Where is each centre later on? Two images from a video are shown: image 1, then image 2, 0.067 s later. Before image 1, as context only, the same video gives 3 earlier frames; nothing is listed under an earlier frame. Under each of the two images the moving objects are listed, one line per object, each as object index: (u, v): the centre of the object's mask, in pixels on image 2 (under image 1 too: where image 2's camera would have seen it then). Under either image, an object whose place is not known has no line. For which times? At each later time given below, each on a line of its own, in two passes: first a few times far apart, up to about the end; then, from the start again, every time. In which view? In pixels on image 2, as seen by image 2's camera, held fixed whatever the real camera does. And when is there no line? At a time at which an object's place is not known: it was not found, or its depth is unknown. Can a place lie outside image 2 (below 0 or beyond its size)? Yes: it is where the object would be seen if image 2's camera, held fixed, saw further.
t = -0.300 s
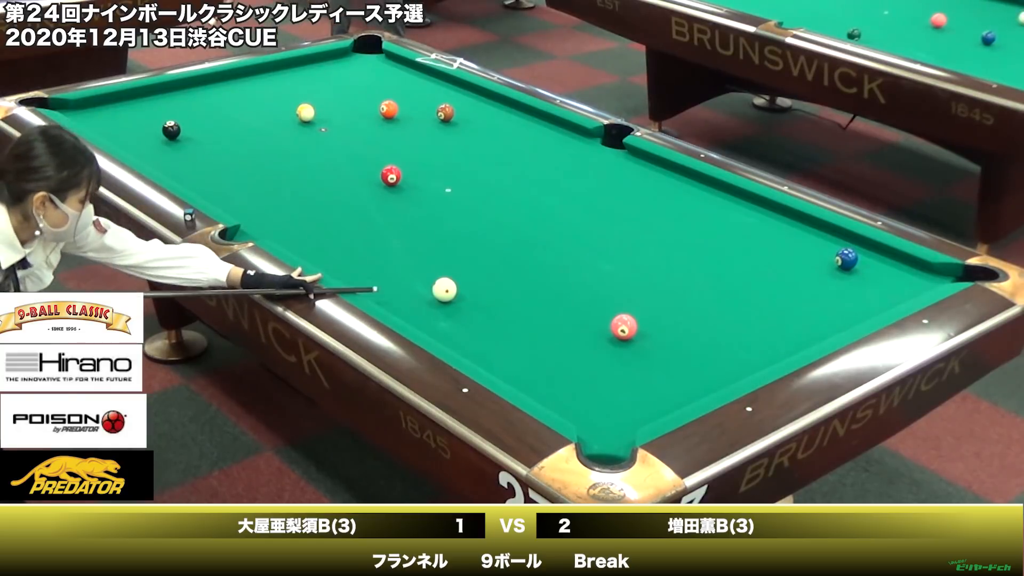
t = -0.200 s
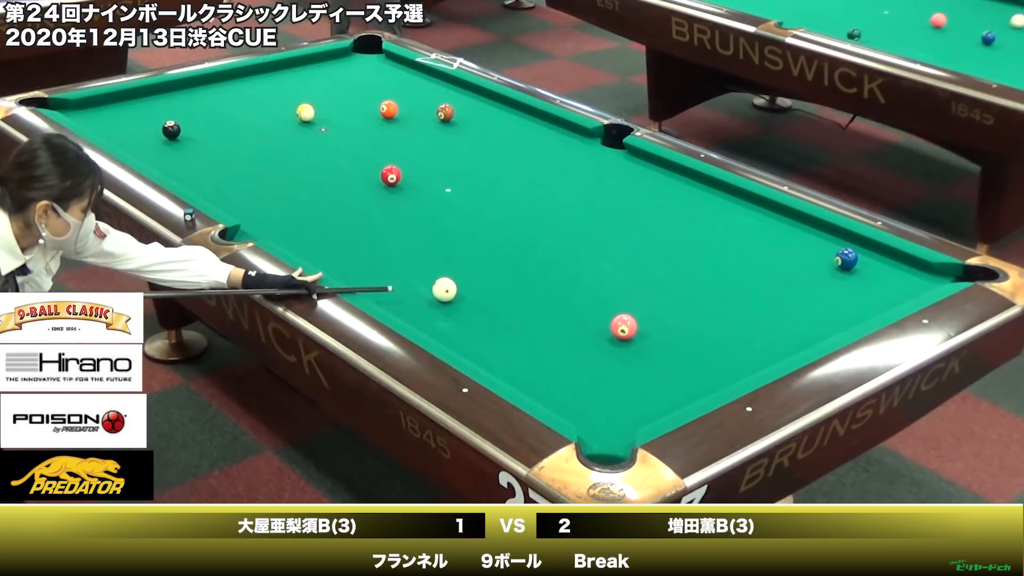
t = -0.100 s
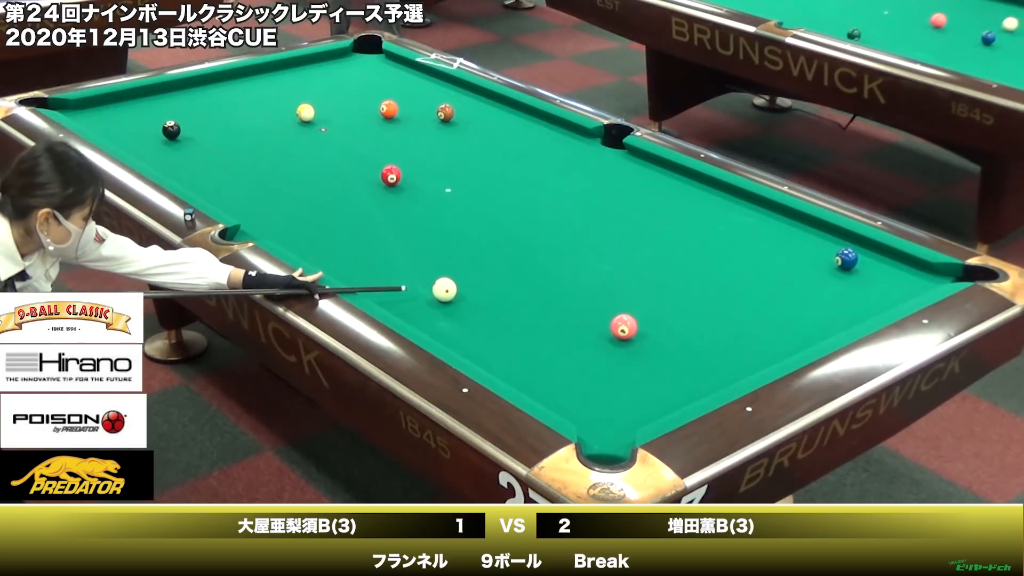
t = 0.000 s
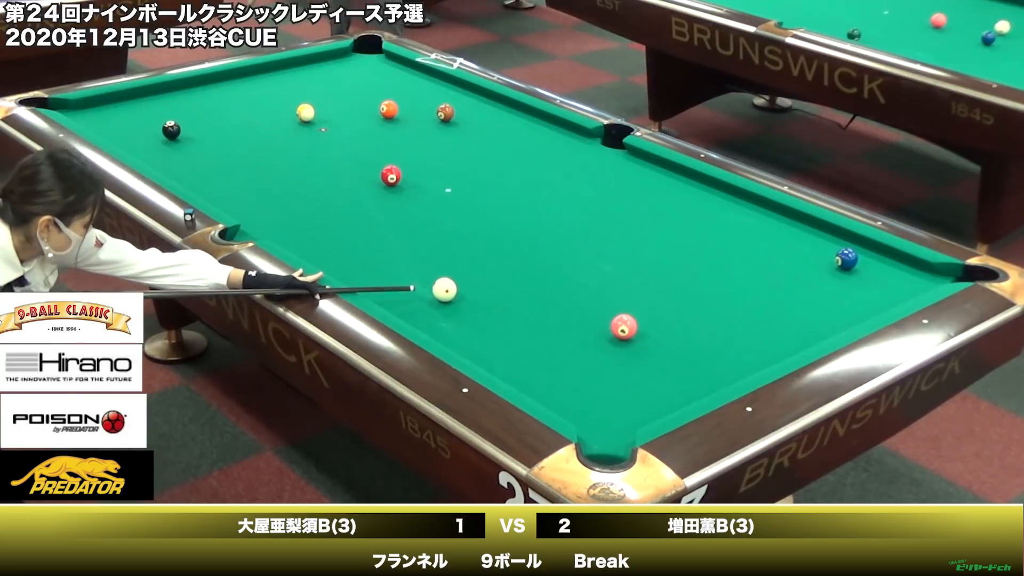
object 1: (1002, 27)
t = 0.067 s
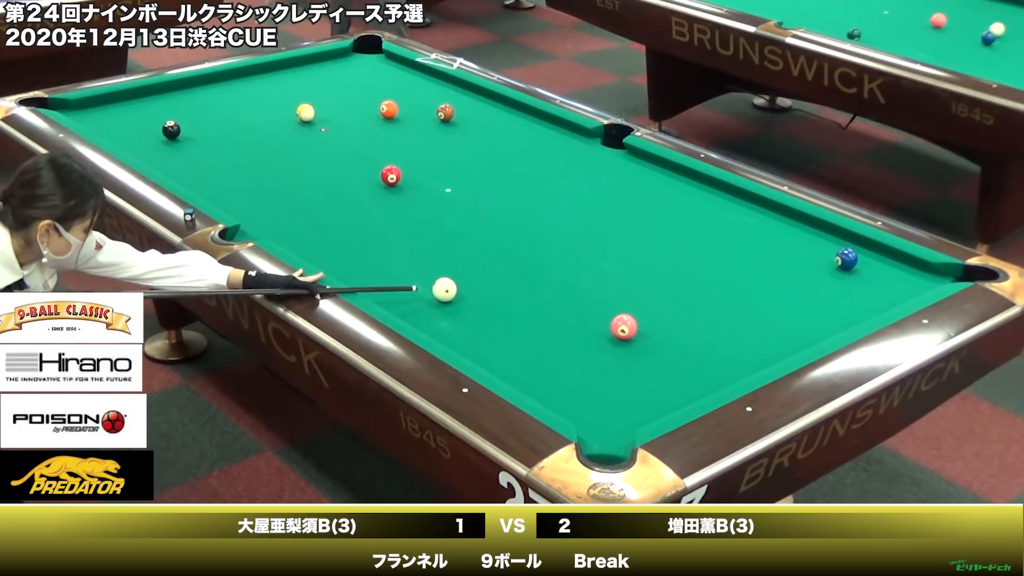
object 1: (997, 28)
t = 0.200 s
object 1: (984, 31)
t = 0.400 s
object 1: (966, 33)
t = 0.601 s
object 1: (948, 33)
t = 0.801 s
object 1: (930, 34)
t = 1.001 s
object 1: (913, 34)
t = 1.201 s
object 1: (897, 34)
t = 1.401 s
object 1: (881, 35)
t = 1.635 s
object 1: (868, 35)
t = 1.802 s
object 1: (865, 36)
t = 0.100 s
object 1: (995, 29)
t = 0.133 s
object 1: (992, 29)
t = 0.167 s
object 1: (989, 30)
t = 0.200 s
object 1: (984, 31)
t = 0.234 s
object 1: (982, 32)
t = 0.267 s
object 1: (979, 32)
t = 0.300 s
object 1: (976, 33)
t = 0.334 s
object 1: (973, 33)
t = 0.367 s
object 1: (970, 33)
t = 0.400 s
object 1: (966, 33)
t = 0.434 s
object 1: (963, 33)
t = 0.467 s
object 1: (960, 33)
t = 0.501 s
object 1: (957, 33)
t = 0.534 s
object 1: (954, 33)
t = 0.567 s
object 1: (951, 33)
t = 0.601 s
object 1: (948, 33)
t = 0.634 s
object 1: (945, 33)
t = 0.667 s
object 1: (942, 33)
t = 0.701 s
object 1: (939, 34)
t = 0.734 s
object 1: (936, 34)
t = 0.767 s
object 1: (933, 34)
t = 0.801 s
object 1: (930, 34)
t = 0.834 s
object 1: (927, 34)
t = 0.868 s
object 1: (925, 34)
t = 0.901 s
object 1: (922, 34)
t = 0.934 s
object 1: (919, 34)
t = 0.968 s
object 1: (916, 34)
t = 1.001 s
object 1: (913, 34)
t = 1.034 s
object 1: (910, 34)
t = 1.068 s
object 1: (908, 34)
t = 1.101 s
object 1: (905, 34)
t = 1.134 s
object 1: (902, 34)
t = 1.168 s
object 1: (899, 34)
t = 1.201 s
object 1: (897, 34)
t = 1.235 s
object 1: (894, 34)
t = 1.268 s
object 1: (891, 35)
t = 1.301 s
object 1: (889, 35)
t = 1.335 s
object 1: (886, 35)
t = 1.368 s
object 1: (884, 35)
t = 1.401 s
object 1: (881, 35)
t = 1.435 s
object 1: (879, 35)
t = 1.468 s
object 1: (876, 35)
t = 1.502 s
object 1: (873, 35)
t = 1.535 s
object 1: (871, 35)
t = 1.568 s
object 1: (869, 35)
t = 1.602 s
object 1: (869, 35)
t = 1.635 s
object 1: (868, 35)
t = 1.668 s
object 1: (867, 35)
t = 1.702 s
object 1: (866, 36)
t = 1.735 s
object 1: (866, 36)
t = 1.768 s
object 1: (865, 36)
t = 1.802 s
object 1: (865, 36)
